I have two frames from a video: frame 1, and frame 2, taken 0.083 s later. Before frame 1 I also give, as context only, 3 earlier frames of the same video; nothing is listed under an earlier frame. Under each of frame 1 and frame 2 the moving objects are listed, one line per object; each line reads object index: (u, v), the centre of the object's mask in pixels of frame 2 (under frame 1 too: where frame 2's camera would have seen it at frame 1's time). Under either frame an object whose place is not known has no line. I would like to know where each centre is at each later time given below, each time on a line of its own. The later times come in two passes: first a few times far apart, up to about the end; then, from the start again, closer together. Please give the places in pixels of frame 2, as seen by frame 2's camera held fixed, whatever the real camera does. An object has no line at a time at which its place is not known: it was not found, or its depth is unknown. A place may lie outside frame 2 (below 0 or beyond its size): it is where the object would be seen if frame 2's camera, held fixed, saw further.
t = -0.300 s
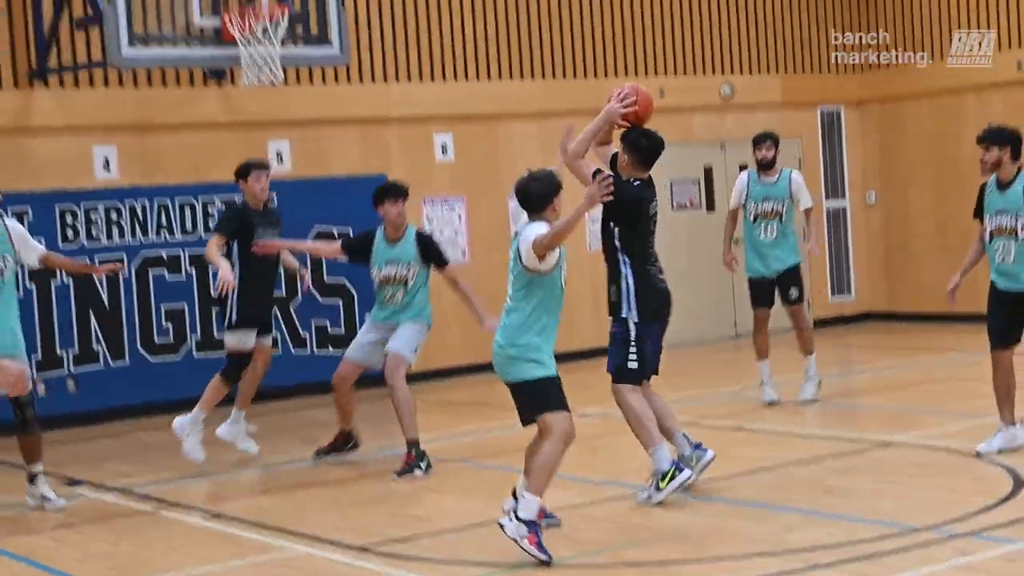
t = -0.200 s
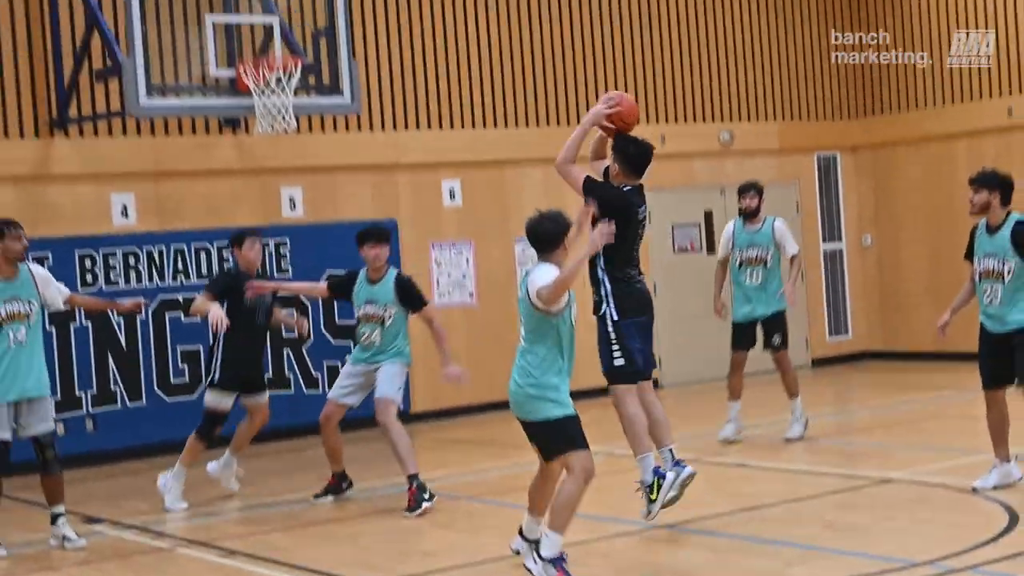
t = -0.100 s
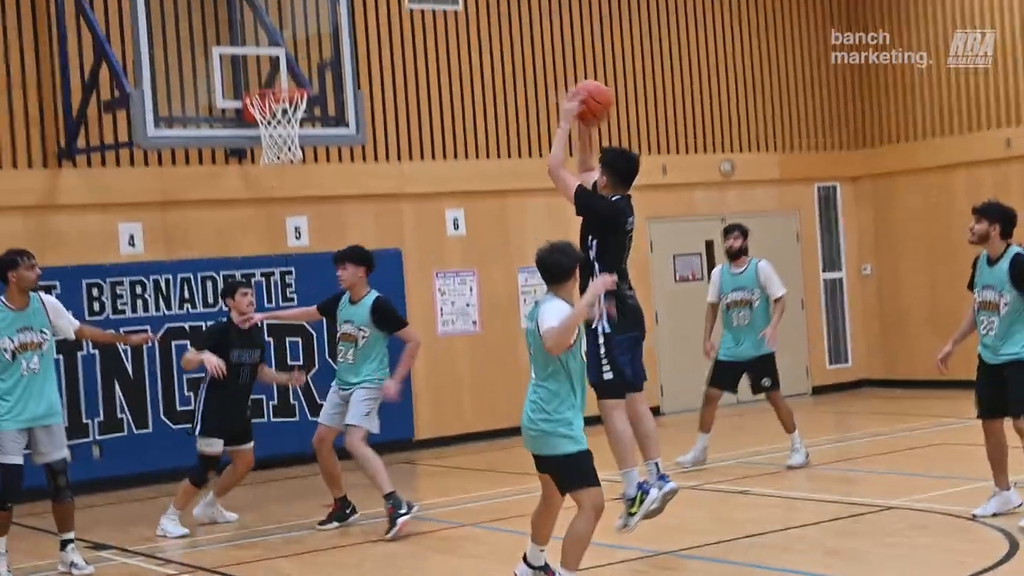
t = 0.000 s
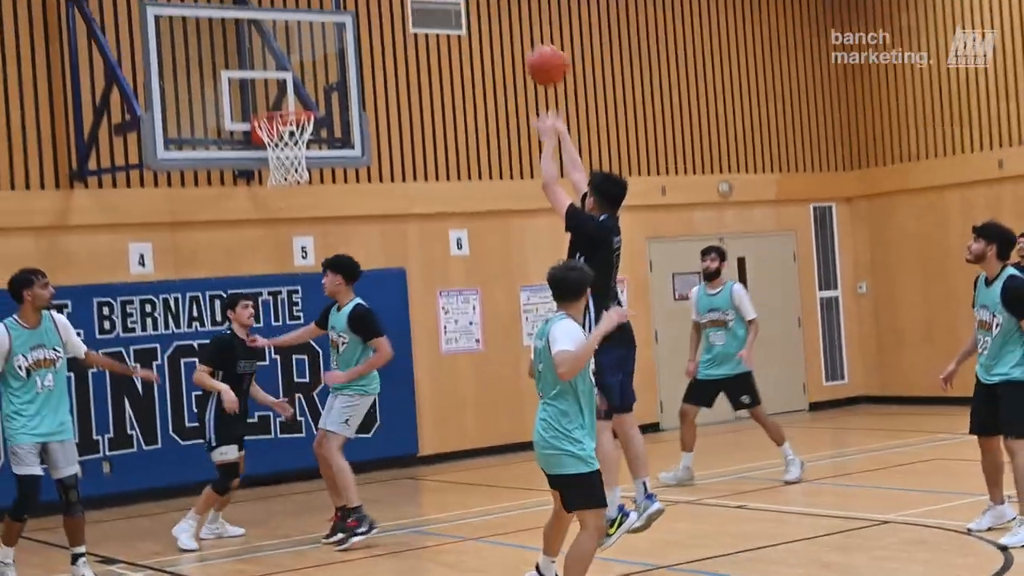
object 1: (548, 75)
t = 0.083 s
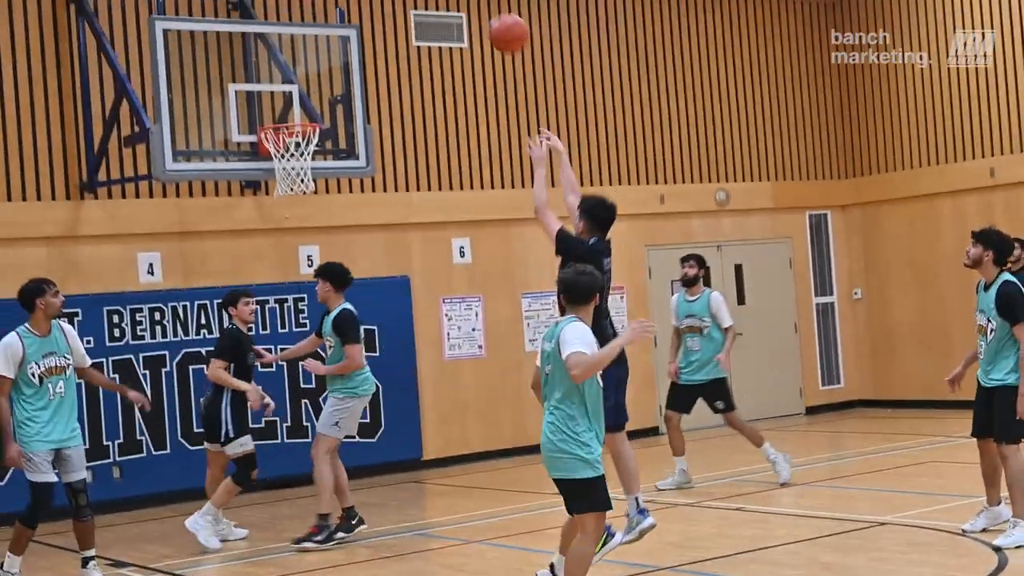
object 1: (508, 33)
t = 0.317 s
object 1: (416, -13)
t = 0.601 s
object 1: (330, 18)
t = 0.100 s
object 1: (501, 26)
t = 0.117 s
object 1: (493, 19)
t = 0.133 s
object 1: (486, 13)
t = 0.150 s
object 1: (479, 8)
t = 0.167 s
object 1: (473, 5)
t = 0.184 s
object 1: (464, 1)
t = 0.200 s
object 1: (460, -2)
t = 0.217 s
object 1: (453, -4)
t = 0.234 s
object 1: (446, -7)
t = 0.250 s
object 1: (440, -8)
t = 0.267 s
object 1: (433, -10)
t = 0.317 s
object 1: (416, -13)
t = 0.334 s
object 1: (410, -13)
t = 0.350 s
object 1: (405, -13)
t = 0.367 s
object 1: (400, -14)
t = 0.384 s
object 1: (394, -14)
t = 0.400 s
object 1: (388, -13)
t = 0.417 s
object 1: (383, -13)
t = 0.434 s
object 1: (380, -12)
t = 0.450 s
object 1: (373, -11)
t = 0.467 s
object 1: (367, -10)
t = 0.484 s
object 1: (361, -9)
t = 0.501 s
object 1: (357, -7)
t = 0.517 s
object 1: (353, -4)
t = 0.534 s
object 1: (347, -1)
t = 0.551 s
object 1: (343, 4)
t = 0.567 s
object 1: (339, 8)
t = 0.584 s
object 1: (335, 13)
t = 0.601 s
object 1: (330, 18)
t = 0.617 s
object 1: (325, 23)
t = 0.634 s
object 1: (322, 30)
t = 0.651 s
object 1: (317, 36)
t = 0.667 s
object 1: (315, 43)
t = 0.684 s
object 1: (311, 49)
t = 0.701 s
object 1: (306, 56)
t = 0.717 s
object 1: (302, 62)
